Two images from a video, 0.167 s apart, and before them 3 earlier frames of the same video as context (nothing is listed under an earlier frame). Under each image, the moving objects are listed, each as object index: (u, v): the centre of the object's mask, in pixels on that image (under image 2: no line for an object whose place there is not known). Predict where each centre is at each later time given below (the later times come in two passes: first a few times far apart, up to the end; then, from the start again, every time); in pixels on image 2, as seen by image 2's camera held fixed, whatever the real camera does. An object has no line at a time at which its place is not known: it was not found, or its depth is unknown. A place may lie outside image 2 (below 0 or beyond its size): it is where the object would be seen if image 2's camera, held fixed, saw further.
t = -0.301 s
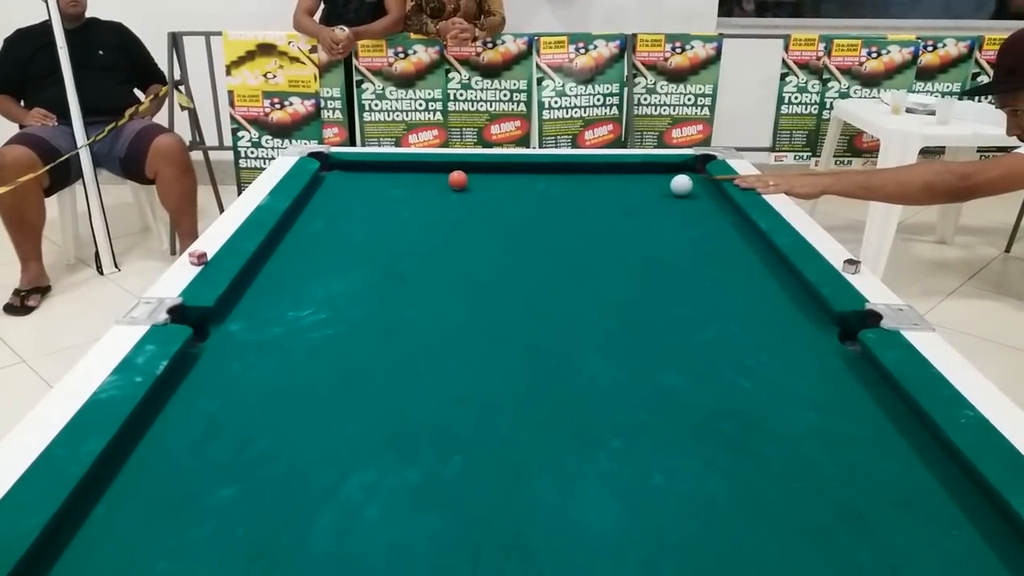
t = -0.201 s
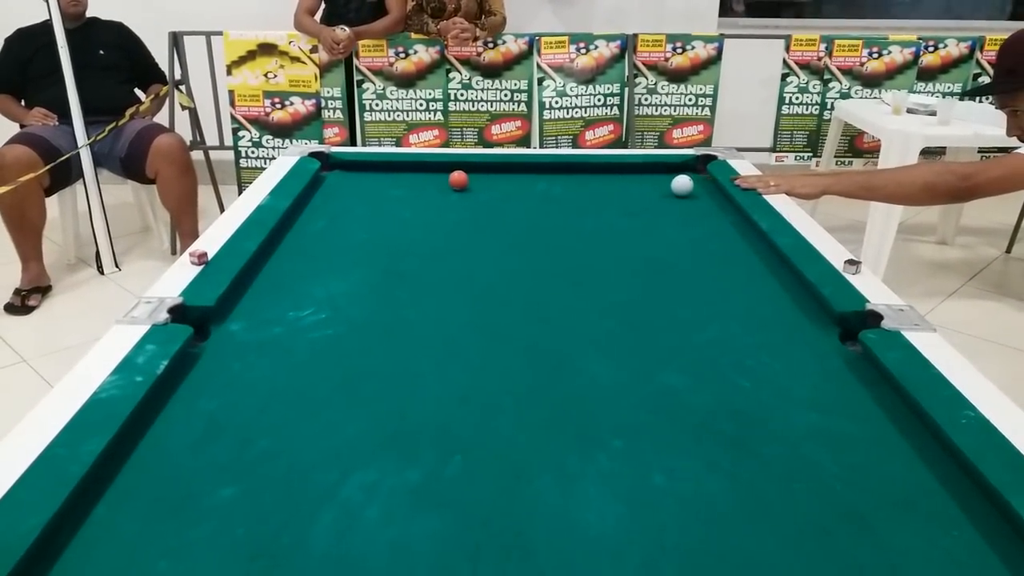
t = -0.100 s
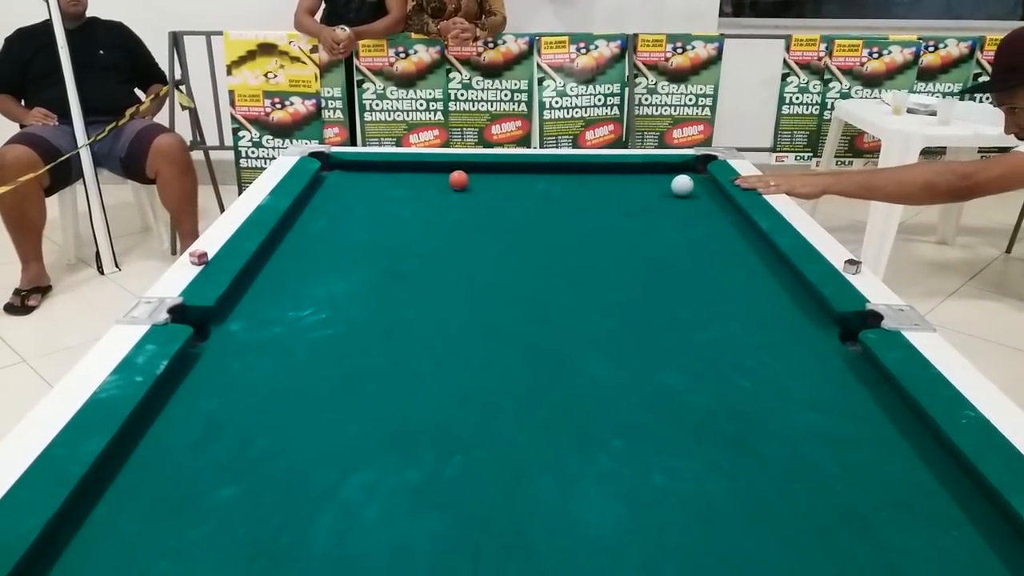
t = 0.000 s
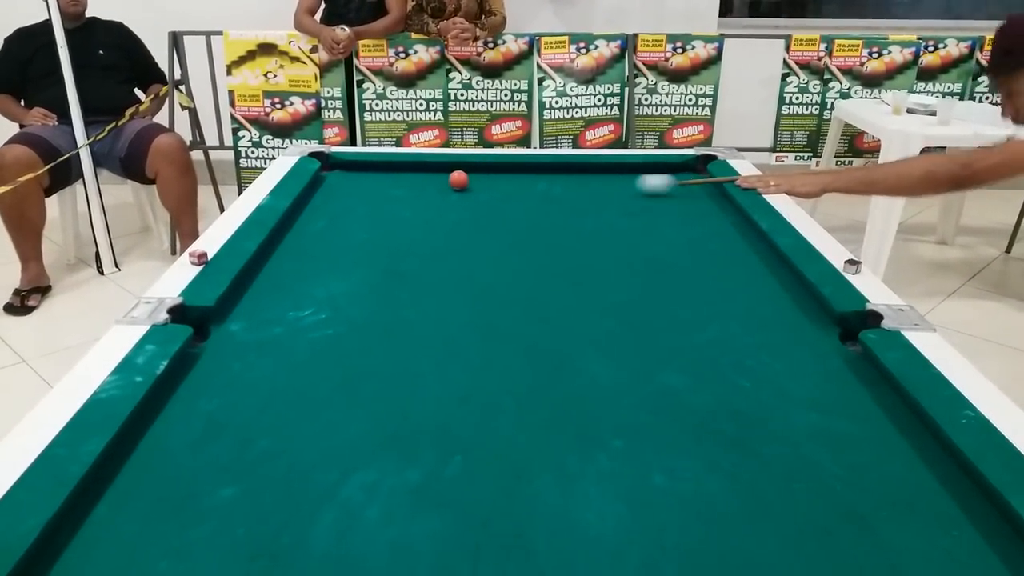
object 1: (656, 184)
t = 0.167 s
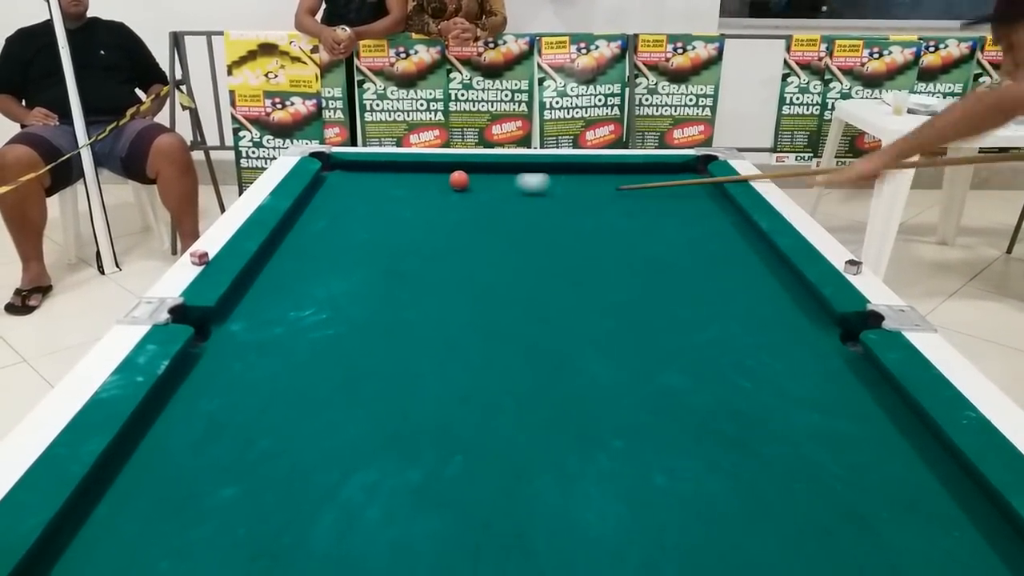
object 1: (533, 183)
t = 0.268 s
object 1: (473, 183)
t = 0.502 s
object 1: (402, 190)
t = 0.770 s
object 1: (313, 197)
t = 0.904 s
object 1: (340, 201)
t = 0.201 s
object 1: (509, 182)
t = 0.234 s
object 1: (487, 182)
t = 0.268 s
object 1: (473, 183)
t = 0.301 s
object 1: (466, 184)
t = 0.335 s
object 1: (457, 185)
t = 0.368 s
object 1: (446, 186)
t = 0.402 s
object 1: (435, 187)
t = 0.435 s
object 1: (424, 188)
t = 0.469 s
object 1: (413, 189)
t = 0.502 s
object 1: (402, 190)
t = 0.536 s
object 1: (391, 191)
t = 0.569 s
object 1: (380, 192)
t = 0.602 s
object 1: (368, 193)
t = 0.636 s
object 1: (357, 193)
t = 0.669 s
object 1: (346, 194)
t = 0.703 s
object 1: (334, 195)
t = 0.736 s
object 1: (322, 196)
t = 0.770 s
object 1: (313, 197)
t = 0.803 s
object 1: (318, 198)
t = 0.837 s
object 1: (325, 199)
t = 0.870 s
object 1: (333, 200)
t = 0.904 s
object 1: (340, 201)
